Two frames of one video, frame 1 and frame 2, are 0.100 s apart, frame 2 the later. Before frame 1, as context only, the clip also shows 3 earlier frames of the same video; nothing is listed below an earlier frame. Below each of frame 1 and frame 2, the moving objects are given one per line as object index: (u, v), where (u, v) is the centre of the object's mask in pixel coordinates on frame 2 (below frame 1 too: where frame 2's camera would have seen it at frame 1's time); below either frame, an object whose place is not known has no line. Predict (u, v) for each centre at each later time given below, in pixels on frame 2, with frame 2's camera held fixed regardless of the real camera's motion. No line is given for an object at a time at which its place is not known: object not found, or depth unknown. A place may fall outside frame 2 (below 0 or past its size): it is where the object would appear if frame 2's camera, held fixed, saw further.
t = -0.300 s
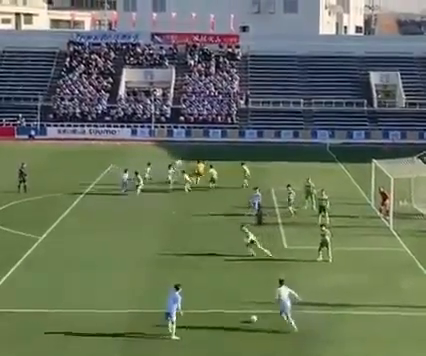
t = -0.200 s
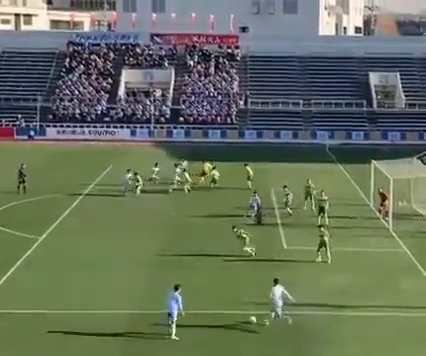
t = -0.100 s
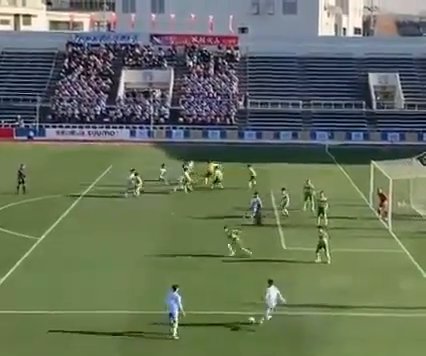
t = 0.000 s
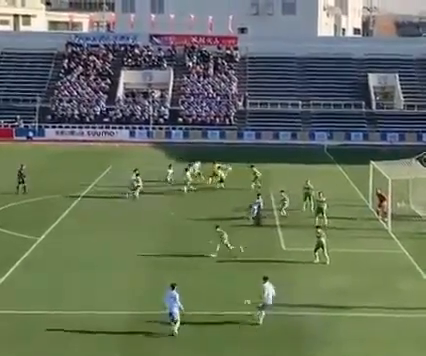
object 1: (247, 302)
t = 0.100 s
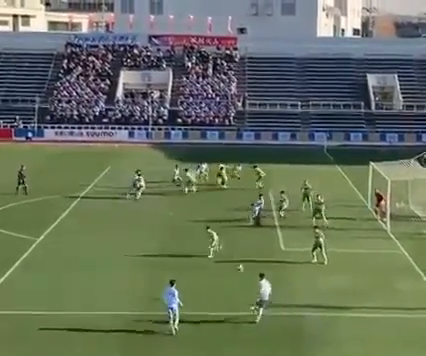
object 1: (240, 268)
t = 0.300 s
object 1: (233, 217)
